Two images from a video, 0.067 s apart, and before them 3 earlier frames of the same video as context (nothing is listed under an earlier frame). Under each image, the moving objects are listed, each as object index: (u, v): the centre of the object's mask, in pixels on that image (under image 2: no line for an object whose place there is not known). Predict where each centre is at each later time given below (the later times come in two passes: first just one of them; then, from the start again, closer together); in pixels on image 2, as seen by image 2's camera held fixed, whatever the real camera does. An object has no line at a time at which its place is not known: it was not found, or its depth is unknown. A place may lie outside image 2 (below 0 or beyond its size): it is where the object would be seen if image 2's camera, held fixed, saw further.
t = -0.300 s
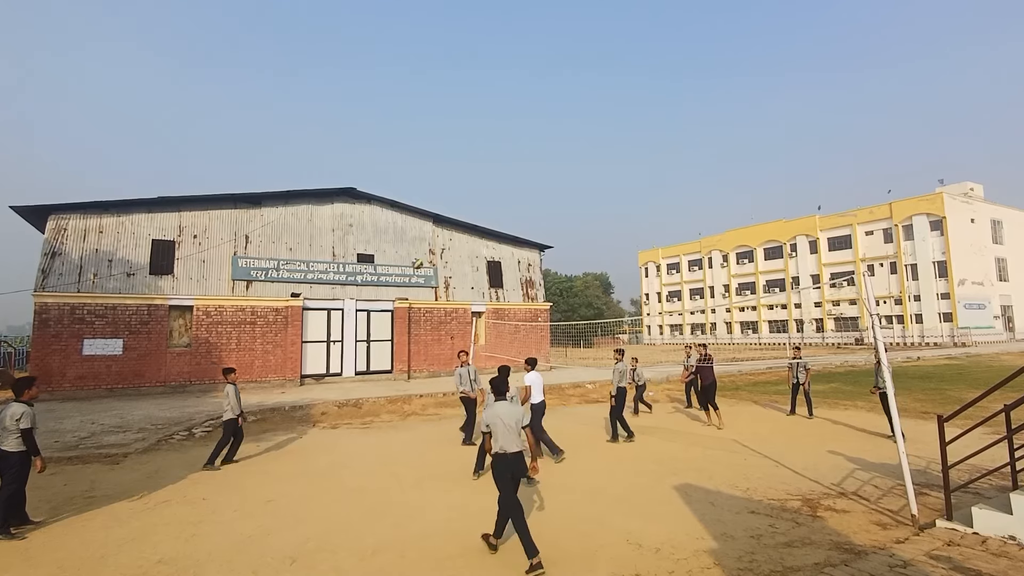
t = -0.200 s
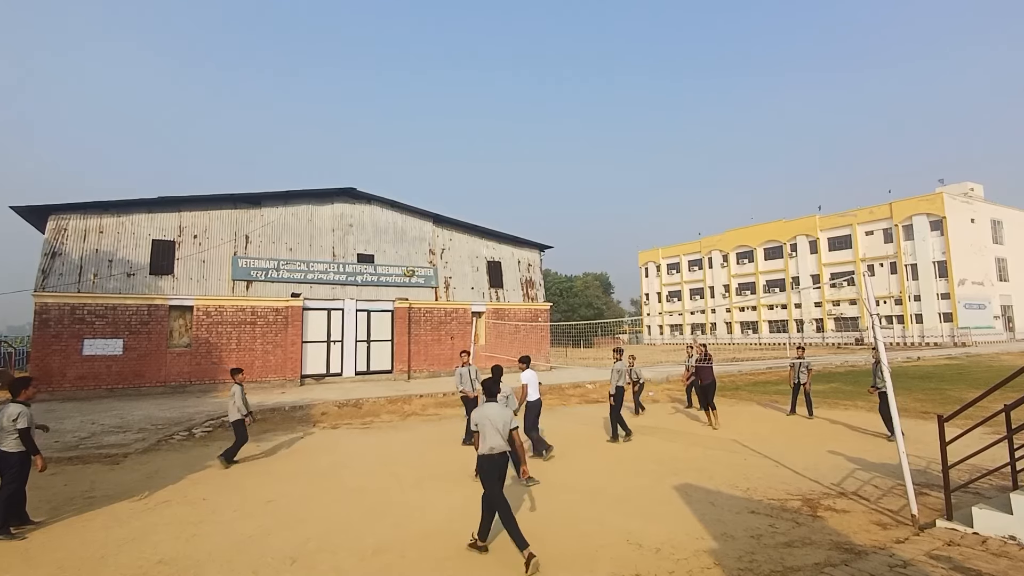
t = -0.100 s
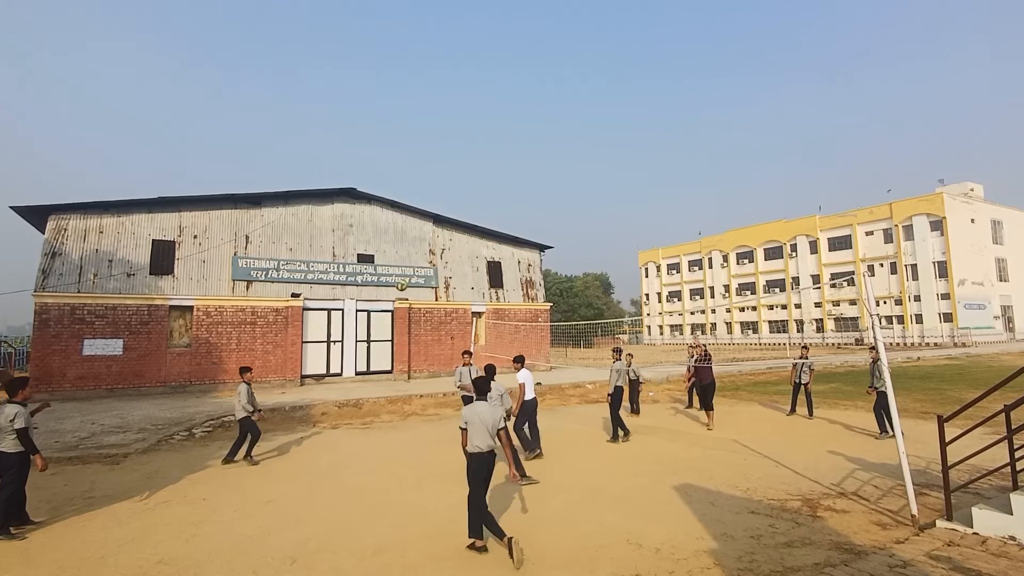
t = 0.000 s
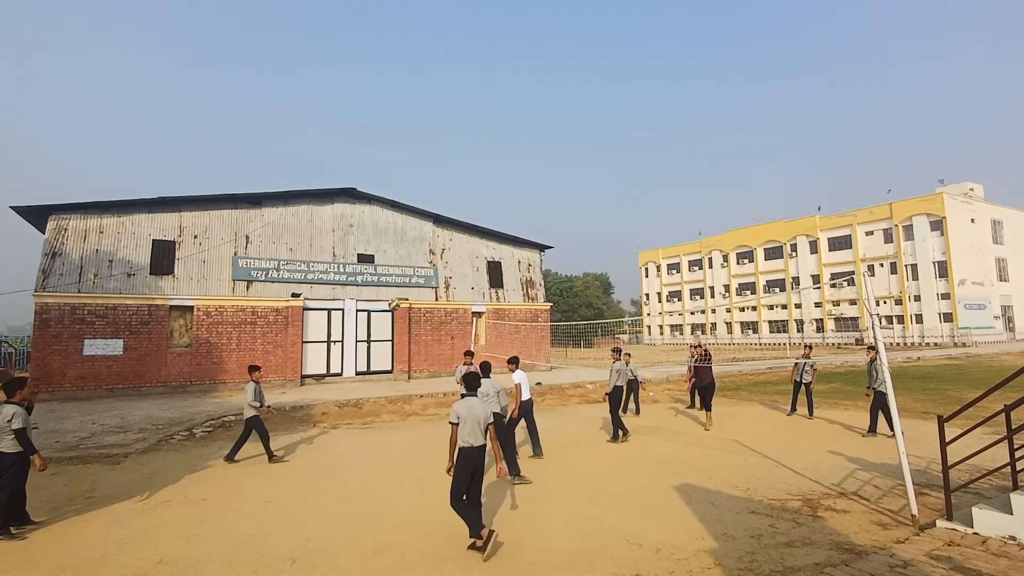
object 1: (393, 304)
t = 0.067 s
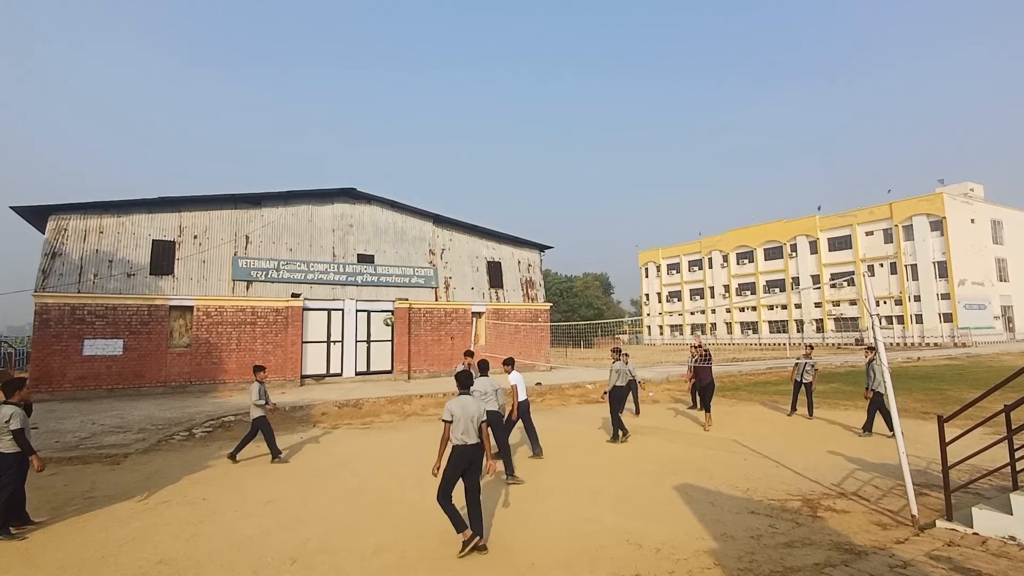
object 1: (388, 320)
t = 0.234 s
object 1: (376, 372)
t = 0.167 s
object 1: (382, 349)
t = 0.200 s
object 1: (379, 360)
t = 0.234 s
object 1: (376, 372)
